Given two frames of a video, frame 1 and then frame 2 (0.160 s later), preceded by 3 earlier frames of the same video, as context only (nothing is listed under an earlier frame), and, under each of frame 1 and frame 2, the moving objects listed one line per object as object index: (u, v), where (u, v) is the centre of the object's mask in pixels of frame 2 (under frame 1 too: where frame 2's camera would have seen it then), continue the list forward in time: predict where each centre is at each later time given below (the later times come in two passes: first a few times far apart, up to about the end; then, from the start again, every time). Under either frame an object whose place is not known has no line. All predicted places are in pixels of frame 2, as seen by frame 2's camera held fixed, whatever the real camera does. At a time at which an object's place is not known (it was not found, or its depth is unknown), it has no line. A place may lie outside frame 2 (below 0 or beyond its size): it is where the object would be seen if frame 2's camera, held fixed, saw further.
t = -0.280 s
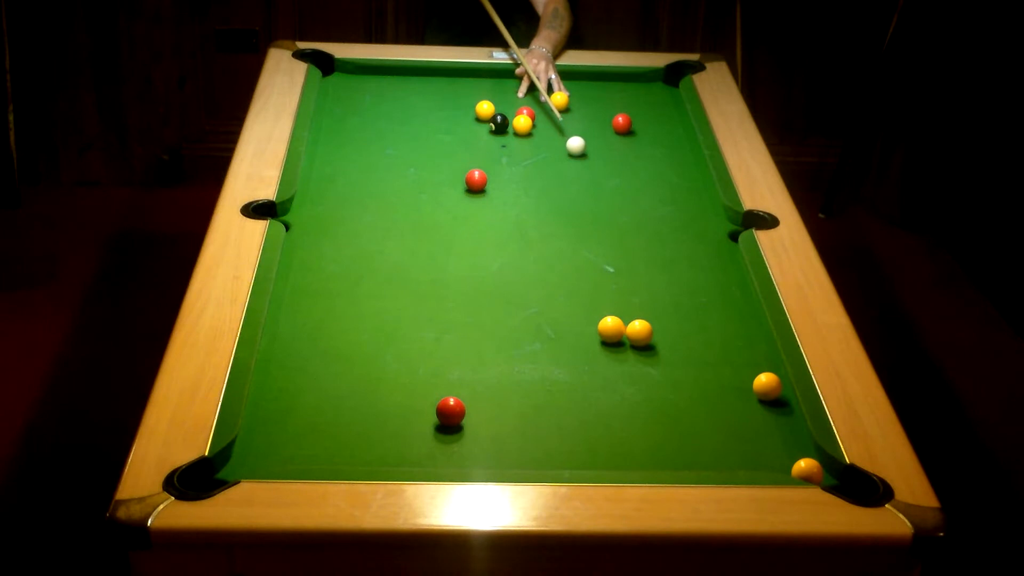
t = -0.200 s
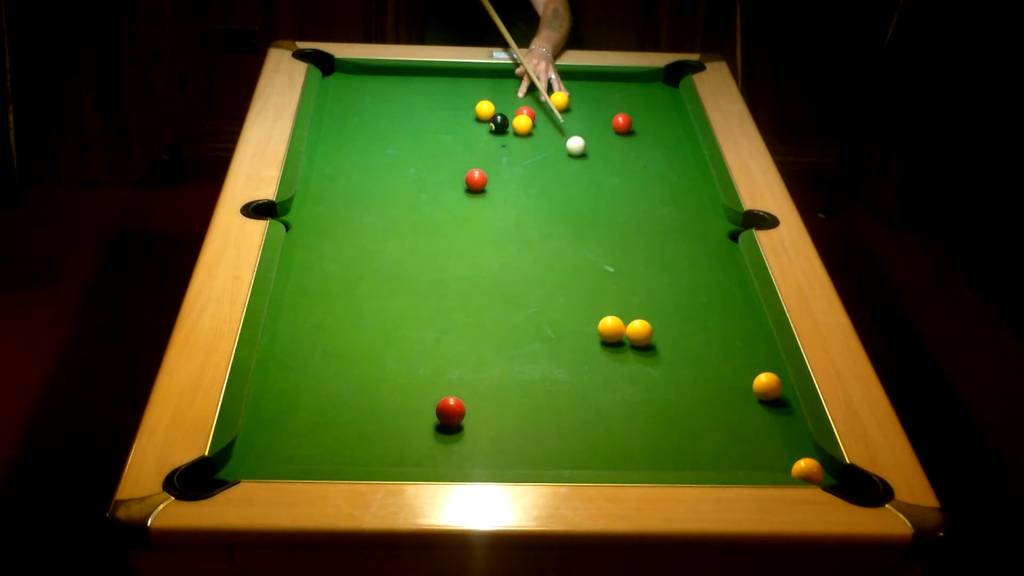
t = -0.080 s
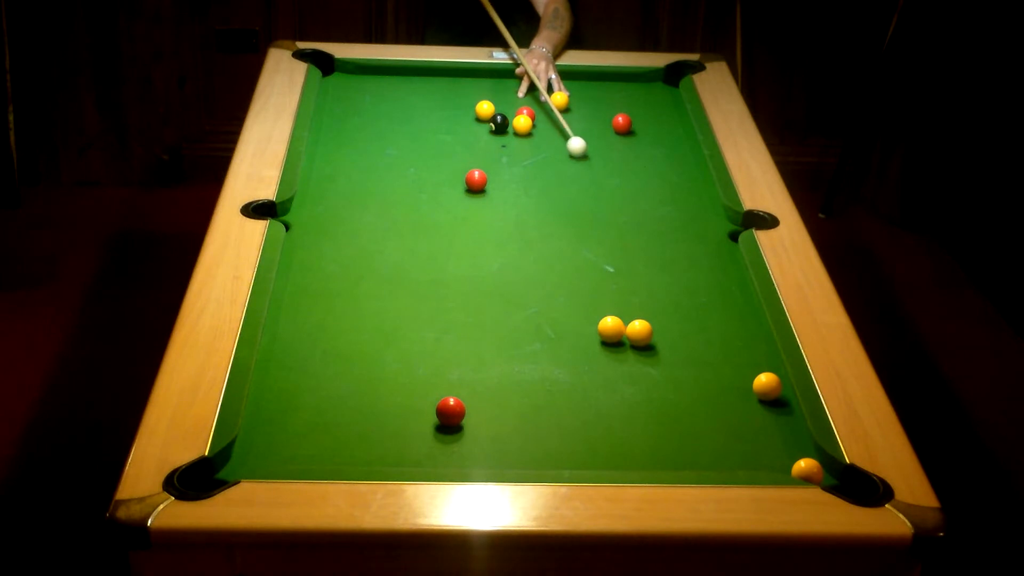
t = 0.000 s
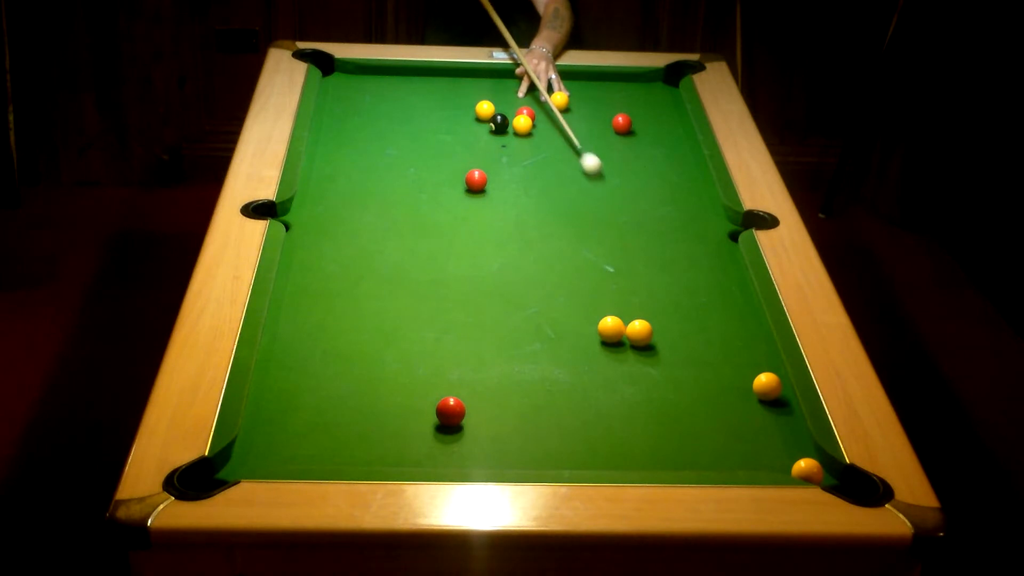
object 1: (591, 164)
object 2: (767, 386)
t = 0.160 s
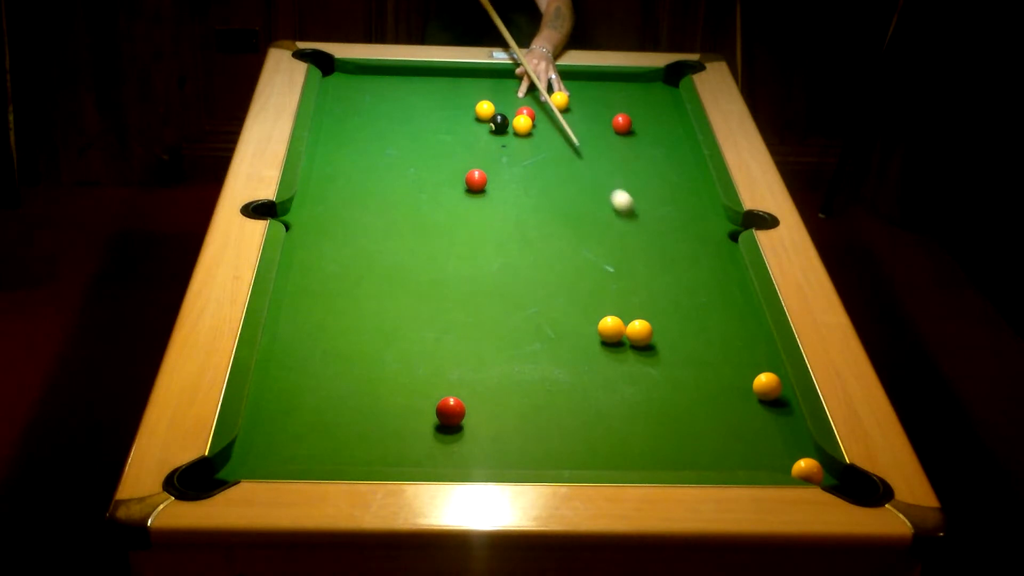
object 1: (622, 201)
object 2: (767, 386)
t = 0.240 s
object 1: (638, 220)
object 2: (767, 386)
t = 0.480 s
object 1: (692, 286)
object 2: (767, 386)
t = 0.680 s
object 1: (744, 350)
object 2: (767, 386)
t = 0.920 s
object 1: (765, 376)
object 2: (784, 432)
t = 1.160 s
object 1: (748, 384)
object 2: (785, 462)
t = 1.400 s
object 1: (733, 390)
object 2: (778, 462)
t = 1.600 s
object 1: (722, 394)
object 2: (775, 457)
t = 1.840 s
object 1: (711, 398)
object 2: (771, 448)
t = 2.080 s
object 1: (703, 401)
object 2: (767, 442)
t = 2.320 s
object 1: (697, 403)
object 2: (764, 437)
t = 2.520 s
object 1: (695, 403)
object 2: (763, 435)
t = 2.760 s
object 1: (694, 403)
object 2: (762, 434)
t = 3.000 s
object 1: (694, 403)
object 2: (761, 434)
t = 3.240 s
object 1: (694, 403)
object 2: (761, 434)
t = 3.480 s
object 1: (694, 403)
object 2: (761, 434)
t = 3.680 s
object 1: (694, 403)
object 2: (761, 434)
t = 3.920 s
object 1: (694, 403)
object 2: (761, 434)
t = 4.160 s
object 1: (694, 404)
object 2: (761, 435)
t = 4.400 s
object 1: (694, 403)
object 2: (761, 435)
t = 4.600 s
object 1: (694, 403)
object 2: (761, 434)
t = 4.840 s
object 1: (694, 403)
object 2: (761, 434)
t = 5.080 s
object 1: (694, 403)
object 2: (761, 434)
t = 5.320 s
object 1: (694, 403)
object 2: (761, 434)
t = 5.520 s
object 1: (694, 403)
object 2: (761, 434)
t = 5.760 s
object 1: (694, 403)
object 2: (761, 434)
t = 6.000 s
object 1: (694, 403)
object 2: (761, 434)
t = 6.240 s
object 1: (694, 403)
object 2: (761, 434)
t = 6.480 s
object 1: (694, 403)
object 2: (761, 434)
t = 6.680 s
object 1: (694, 403)
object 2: (761, 434)
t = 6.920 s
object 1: (694, 404)
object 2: (761, 435)
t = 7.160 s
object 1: (695, 403)
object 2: (761, 434)
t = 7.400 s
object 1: (694, 403)
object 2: (761, 434)
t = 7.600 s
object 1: (694, 403)
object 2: (761, 434)
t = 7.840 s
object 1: (694, 404)
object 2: (761, 435)
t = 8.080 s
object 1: (694, 403)
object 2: (761, 435)
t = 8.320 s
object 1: (694, 403)
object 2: (761, 434)
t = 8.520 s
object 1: (694, 403)
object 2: (761, 434)
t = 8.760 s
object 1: (694, 403)
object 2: (761, 434)
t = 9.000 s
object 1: (694, 403)
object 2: (761, 434)
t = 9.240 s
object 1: (694, 403)
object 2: (761, 434)
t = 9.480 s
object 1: (694, 403)
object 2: (761, 434)
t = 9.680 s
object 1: (694, 403)
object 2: (761, 434)
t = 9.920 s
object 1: (694, 403)
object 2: (761, 434)
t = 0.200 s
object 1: (630, 211)
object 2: (767, 386)
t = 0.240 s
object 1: (638, 220)
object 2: (767, 386)
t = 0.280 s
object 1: (647, 231)
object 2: (767, 386)
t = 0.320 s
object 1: (655, 242)
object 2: (767, 386)
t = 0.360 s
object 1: (664, 252)
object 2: (767, 386)
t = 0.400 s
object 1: (673, 263)
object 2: (767, 386)
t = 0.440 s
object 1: (683, 275)
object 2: (767, 386)
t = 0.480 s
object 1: (692, 286)
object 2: (767, 386)
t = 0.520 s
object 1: (702, 298)
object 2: (767, 386)
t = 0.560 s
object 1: (713, 311)
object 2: (767, 386)
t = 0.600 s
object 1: (723, 324)
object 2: (767, 386)
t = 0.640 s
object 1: (734, 338)
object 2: (767, 386)
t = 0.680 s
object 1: (744, 350)
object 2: (767, 386)
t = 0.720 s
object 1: (755, 362)
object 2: (767, 386)
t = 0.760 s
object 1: (764, 368)
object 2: (769, 391)
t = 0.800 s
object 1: (771, 373)
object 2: (773, 402)
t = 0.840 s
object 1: (771, 374)
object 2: (777, 413)
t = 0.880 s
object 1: (768, 375)
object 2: (781, 423)
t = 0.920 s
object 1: (765, 376)
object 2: (784, 432)
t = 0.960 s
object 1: (762, 377)
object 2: (788, 442)
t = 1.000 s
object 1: (759, 379)
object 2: (790, 450)
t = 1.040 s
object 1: (756, 380)
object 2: (790, 455)
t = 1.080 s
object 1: (753, 381)
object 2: (788, 458)
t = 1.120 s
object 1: (750, 382)
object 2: (787, 460)
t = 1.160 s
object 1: (748, 384)
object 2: (785, 462)
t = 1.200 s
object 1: (745, 384)
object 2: (783, 463)
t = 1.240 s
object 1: (743, 386)
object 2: (782, 465)
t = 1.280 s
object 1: (740, 386)
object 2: (780, 466)
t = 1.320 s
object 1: (738, 388)
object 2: (779, 464)
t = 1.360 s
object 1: (735, 389)
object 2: (779, 463)
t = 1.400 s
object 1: (733, 390)
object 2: (778, 462)
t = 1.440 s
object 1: (730, 391)
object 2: (778, 461)
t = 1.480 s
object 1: (728, 392)
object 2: (777, 460)
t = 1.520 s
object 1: (726, 393)
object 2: (776, 459)
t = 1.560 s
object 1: (724, 394)
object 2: (776, 458)
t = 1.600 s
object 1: (722, 394)
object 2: (775, 457)
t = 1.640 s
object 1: (720, 395)
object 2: (774, 455)
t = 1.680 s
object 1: (718, 395)
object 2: (774, 454)
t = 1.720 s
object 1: (716, 397)
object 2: (773, 452)
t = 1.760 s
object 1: (714, 397)
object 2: (772, 451)
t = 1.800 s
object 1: (713, 398)
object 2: (772, 450)
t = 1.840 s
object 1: (711, 398)
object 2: (771, 448)
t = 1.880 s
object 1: (709, 399)
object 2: (771, 447)
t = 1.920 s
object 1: (708, 399)
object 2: (770, 446)
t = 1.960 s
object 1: (707, 400)
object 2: (769, 445)
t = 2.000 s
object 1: (705, 400)
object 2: (769, 444)
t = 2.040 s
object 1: (704, 401)
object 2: (768, 443)
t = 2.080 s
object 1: (703, 401)
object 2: (767, 442)
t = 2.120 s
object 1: (702, 401)
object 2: (767, 441)
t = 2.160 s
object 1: (701, 402)
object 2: (766, 440)
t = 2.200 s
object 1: (700, 402)
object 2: (766, 439)
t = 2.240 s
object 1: (699, 402)
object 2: (765, 439)
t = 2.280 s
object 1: (698, 402)
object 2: (765, 438)
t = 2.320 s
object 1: (697, 403)
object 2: (764, 437)
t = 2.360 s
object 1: (697, 403)
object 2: (764, 437)
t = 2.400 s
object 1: (696, 403)
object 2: (764, 436)
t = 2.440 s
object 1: (695, 403)
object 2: (763, 436)
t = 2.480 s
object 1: (695, 404)
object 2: (763, 435)
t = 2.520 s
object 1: (695, 403)
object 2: (763, 435)
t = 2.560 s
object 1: (695, 403)
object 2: (762, 435)
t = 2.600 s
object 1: (694, 404)
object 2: (762, 435)
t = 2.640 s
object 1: (694, 403)
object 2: (762, 434)
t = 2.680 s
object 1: (694, 403)
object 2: (762, 434)
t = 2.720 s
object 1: (694, 403)
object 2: (762, 434)
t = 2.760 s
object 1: (694, 403)
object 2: (762, 434)
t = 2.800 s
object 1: (694, 403)
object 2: (761, 434)
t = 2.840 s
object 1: (694, 403)
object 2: (761, 434)
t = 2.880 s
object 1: (694, 404)
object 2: (761, 434)
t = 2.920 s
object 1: (694, 403)
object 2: (761, 434)
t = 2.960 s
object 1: (694, 403)
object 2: (761, 434)
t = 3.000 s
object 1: (694, 403)
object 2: (761, 434)
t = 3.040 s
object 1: (694, 403)
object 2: (761, 434)
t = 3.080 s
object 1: (694, 403)
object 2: (761, 434)
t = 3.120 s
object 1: (694, 403)
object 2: (761, 434)
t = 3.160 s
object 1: (694, 403)
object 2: (761, 434)
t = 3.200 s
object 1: (694, 403)
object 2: (761, 434)
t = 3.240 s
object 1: (694, 403)
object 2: (761, 434)
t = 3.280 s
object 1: (694, 403)
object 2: (761, 434)
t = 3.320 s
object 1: (694, 403)
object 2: (761, 434)
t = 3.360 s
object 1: (694, 403)
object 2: (761, 434)
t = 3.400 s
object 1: (694, 403)
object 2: (761, 434)
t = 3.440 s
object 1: (694, 403)
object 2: (761, 434)
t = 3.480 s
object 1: (694, 403)
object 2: (761, 434)
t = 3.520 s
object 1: (694, 403)
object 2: (761, 434)
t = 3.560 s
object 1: (694, 403)
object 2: (761, 435)
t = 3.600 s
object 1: (694, 403)
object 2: (761, 435)
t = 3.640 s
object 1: (694, 403)
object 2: (761, 435)
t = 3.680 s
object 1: (694, 403)
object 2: (761, 434)
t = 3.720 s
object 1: (694, 403)
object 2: (761, 434)
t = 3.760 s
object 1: (694, 403)
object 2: (761, 435)
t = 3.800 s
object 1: (694, 404)
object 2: (761, 435)
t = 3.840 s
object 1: (694, 403)
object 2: (761, 435)
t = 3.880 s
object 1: (694, 403)
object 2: (761, 435)
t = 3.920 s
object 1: (694, 403)
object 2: (761, 434)
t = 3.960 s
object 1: (694, 403)
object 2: (761, 435)
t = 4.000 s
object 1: (694, 403)
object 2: (761, 435)
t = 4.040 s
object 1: (694, 403)
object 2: (761, 435)
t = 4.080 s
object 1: (694, 403)
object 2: (761, 435)
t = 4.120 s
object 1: (694, 403)
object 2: (761, 435)
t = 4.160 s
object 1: (694, 404)
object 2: (761, 435)
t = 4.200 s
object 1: (694, 403)
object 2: (761, 434)
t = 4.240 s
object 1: (694, 403)
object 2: (761, 434)
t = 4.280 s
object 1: (694, 403)
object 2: (761, 435)
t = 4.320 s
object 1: (694, 403)
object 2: (761, 434)
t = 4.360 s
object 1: (694, 403)
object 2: (761, 434)
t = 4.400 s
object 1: (694, 403)
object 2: (761, 435)
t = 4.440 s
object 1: (694, 403)
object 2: (761, 434)
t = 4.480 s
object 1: (694, 403)
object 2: (761, 434)
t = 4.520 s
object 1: (694, 403)
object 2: (761, 434)
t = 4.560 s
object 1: (694, 404)
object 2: (761, 434)
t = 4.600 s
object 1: (694, 403)
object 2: (761, 434)
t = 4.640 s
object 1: (694, 404)
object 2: (761, 434)
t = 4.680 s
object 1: (694, 403)
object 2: (761, 434)
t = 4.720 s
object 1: (694, 403)
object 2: (761, 434)
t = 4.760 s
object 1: (694, 403)
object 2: (761, 434)
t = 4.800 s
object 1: (694, 404)
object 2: (761, 434)
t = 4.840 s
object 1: (694, 403)
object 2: (761, 434)
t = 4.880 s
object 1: (694, 404)
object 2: (761, 434)
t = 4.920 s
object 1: (694, 403)
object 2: (761, 434)
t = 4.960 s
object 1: (694, 403)
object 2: (761, 434)
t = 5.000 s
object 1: (694, 403)
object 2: (761, 434)
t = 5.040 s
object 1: (694, 403)
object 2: (761, 434)
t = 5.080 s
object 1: (694, 403)
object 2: (761, 434)
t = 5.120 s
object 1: (694, 403)
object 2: (761, 434)
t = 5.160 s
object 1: (694, 403)
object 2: (761, 434)
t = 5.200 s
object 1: (694, 403)
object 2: (761, 434)
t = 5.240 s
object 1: (694, 403)
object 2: (761, 434)
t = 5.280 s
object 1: (694, 403)
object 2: (761, 434)
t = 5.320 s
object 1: (694, 403)
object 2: (761, 434)
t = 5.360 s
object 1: (694, 404)
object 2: (761, 434)
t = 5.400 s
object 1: (694, 403)
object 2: (761, 434)
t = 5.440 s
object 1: (694, 403)
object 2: (761, 434)
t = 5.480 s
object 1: (694, 403)
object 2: (761, 434)
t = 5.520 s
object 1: (694, 403)
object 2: (761, 434)
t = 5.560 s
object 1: (694, 403)
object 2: (761, 434)
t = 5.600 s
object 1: (694, 403)
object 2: (761, 434)
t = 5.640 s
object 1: (694, 403)
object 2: (761, 434)
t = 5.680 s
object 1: (694, 403)
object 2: (761, 434)
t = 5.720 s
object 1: (694, 403)
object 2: (761, 434)
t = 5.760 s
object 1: (694, 403)
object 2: (761, 434)
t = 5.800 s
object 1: (694, 403)
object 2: (761, 434)
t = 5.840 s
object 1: (694, 403)
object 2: (761, 434)
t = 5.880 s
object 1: (694, 403)
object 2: (761, 434)
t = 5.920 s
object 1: (694, 403)
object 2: (761, 434)
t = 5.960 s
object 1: (694, 403)
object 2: (761, 434)
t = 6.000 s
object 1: (694, 403)
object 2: (761, 434)
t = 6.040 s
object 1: (694, 403)
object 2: (761, 434)
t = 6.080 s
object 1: (694, 403)
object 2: (761, 434)
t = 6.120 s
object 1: (694, 403)
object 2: (761, 434)
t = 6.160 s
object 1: (694, 403)
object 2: (761, 434)
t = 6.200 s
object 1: (694, 403)
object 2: (761, 434)
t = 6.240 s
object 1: (694, 403)
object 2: (761, 434)
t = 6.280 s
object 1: (694, 403)
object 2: (761, 434)
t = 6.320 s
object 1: (694, 403)
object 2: (761, 434)
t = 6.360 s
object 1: (694, 403)
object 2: (761, 434)
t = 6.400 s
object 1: (694, 403)
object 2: (761, 434)
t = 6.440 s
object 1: (694, 403)
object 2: (761, 434)
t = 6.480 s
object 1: (694, 403)
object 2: (761, 434)
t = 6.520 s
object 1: (694, 403)
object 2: (761, 434)
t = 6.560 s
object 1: (694, 403)
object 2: (761, 434)
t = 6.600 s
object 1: (694, 403)
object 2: (761, 434)
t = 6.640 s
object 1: (694, 403)
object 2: (761, 434)
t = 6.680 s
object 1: (694, 403)
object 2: (761, 434)
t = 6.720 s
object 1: (694, 403)
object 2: (761, 434)
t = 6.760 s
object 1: (694, 403)
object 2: (761, 434)
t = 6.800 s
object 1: (694, 403)
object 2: (761, 434)
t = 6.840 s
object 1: (694, 404)
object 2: (761, 435)
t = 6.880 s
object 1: (694, 403)
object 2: (761, 435)
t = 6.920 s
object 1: (694, 404)
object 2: (761, 435)
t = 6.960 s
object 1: (694, 403)
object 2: (761, 435)
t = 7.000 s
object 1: (694, 403)
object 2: (761, 435)
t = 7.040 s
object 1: (694, 403)
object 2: (761, 435)
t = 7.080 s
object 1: (694, 403)
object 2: (761, 434)
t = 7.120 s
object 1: (695, 403)
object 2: (761, 434)
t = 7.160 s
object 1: (695, 403)
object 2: (761, 434)
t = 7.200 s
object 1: (694, 403)
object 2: (761, 434)
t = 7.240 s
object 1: (694, 403)
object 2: (761, 434)
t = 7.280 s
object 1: (694, 403)
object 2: (761, 434)
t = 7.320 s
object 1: (694, 403)
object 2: (761, 434)
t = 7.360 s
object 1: (694, 403)
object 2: (761, 434)
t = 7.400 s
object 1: (694, 403)
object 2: (761, 434)
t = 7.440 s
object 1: (694, 403)
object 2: (761, 434)
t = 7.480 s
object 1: (694, 403)
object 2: (761, 434)
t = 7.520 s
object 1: (694, 403)
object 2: (761, 434)
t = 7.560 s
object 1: (694, 403)
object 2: (761, 435)
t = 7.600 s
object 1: (694, 403)
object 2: (761, 434)
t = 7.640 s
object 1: (694, 403)
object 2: (761, 434)
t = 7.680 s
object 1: (694, 403)
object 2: (761, 434)
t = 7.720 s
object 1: (694, 403)
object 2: (761, 434)
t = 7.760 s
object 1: (694, 403)
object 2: (761, 434)
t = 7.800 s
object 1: (694, 404)
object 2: (761, 434)
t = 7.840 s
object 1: (694, 404)
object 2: (761, 435)
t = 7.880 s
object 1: (694, 403)
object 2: (761, 435)
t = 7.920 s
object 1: (694, 403)
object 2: (761, 435)
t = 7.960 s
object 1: (694, 404)
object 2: (761, 435)
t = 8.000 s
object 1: (694, 403)
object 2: (761, 435)
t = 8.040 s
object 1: (694, 403)
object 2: (761, 435)
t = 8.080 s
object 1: (694, 403)
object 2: (761, 435)
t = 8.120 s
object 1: (694, 403)
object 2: (761, 435)
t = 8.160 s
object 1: (694, 403)
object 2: (761, 435)
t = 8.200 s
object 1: (694, 403)
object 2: (761, 435)
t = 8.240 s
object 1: (694, 403)
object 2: (761, 435)
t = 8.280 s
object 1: (694, 403)
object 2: (761, 435)
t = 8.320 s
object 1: (694, 403)
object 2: (761, 434)
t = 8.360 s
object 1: (694, 403)
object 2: (761, 434)
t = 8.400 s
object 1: (694, 403)
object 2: (761, 434)
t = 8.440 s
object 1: (694, 403)
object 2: (761, 434)
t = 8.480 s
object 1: (694, 403)
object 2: (761, 434)
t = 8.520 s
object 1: (694, 403)
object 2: (761, 434)
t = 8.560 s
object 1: (694, 403)
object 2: (761, 434)
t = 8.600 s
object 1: (694, 403)
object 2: (761, 434)
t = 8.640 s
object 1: (694, 403)
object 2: (761, 434)
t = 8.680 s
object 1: (694, 403)
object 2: (761, 434)
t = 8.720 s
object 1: (694, 403)
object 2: (761, 434)
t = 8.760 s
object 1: (694, 403)
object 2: (761, 434)
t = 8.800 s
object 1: (694, 403)
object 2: (761, 434)
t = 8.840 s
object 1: (694, 403)
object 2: (761, 434)
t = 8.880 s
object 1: (694, 403)
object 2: (761, 434)
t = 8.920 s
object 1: (694, 403)
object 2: (761, 434)
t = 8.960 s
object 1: (694, 403)
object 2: (761, 434)
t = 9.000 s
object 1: (694, 403)
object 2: (761, 434)
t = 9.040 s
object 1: (694, 403)
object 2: (761, 434)
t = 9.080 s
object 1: (694, 403)
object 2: (761, 434)
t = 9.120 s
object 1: (694, 403)
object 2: (761, 434)
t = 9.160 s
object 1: (694, 403)
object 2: (761, 434)
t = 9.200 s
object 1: (694, 403)
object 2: (761, 434)
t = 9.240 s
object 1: (694, 403)
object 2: (761, 434)
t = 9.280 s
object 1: (694, 403)
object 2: (761, 434)
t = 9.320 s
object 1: (694, 403)
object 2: (761, 434)
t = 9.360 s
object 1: (694, 403)
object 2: (761, 434)
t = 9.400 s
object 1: (694, 403)
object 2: (761, 434)
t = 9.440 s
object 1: (694, 403)
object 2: (761, 434)
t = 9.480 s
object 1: (694, 403)
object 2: (761, 434)
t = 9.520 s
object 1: (694, 403)
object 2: (761, 434)
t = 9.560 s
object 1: (694, 403)
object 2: (761, 434)
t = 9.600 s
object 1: (694, 403)
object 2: (761, 434)
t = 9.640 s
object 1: (694, 403)
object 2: (761, 434)
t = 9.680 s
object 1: (694, 403)
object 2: (761, 434)
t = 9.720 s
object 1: (694, 403)
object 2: (761, 434)
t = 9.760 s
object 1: (694, 403)
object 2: (761, 434)
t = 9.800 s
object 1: (694, 403)
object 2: (761, 434)
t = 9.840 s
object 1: (694, 403)
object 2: (761, 434)
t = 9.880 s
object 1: (694, 403)
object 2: (761, 434)
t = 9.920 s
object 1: (694, 403)
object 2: (761, 434)
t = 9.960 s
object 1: (694, 403)
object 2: (761, 434)
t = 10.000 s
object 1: (694, 403)
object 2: (761, 434)
